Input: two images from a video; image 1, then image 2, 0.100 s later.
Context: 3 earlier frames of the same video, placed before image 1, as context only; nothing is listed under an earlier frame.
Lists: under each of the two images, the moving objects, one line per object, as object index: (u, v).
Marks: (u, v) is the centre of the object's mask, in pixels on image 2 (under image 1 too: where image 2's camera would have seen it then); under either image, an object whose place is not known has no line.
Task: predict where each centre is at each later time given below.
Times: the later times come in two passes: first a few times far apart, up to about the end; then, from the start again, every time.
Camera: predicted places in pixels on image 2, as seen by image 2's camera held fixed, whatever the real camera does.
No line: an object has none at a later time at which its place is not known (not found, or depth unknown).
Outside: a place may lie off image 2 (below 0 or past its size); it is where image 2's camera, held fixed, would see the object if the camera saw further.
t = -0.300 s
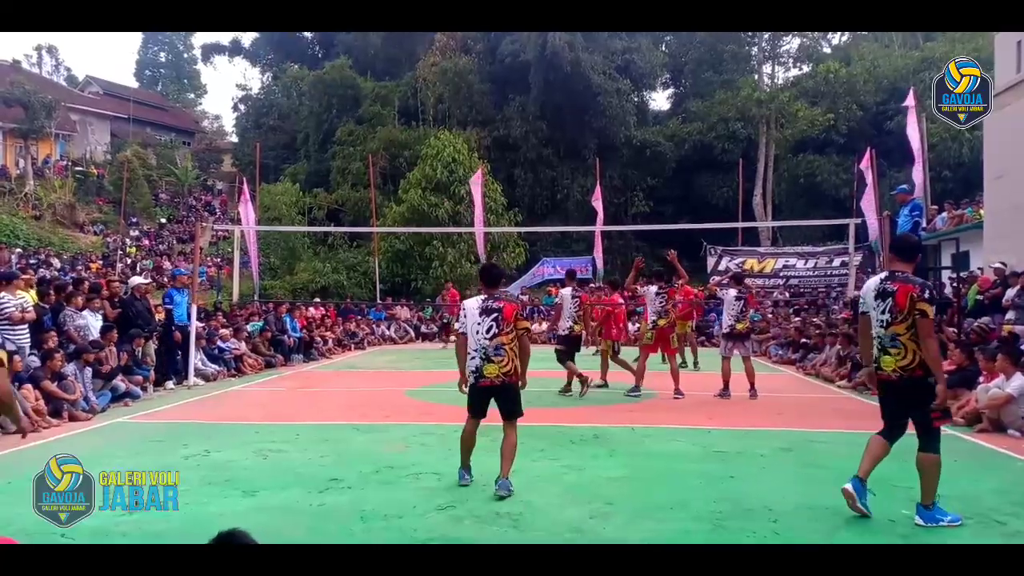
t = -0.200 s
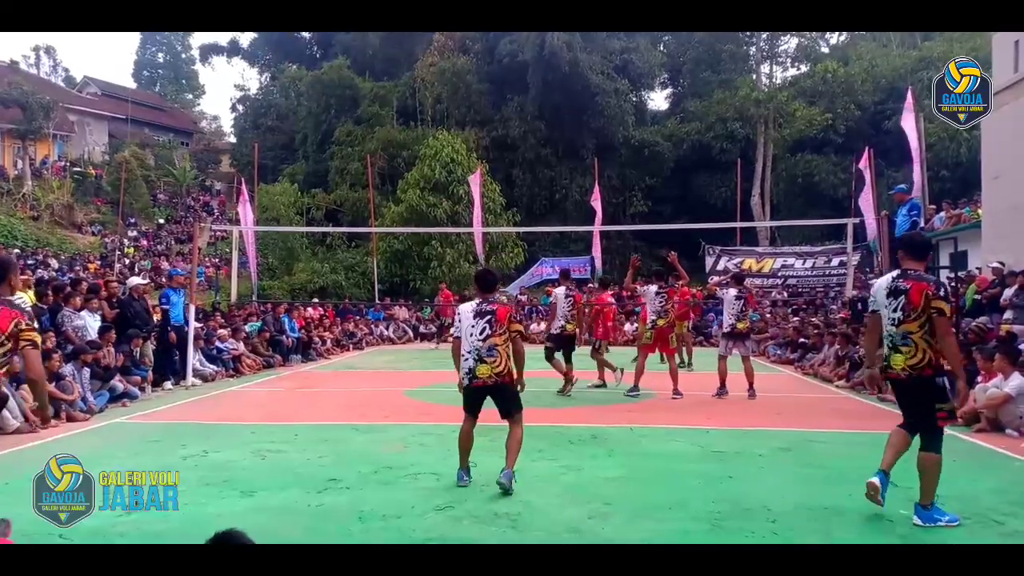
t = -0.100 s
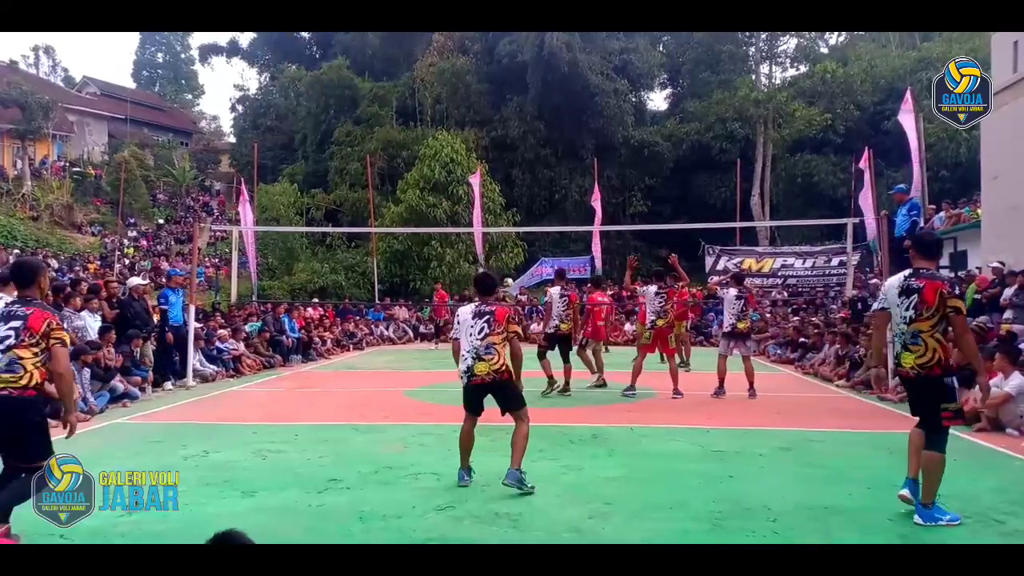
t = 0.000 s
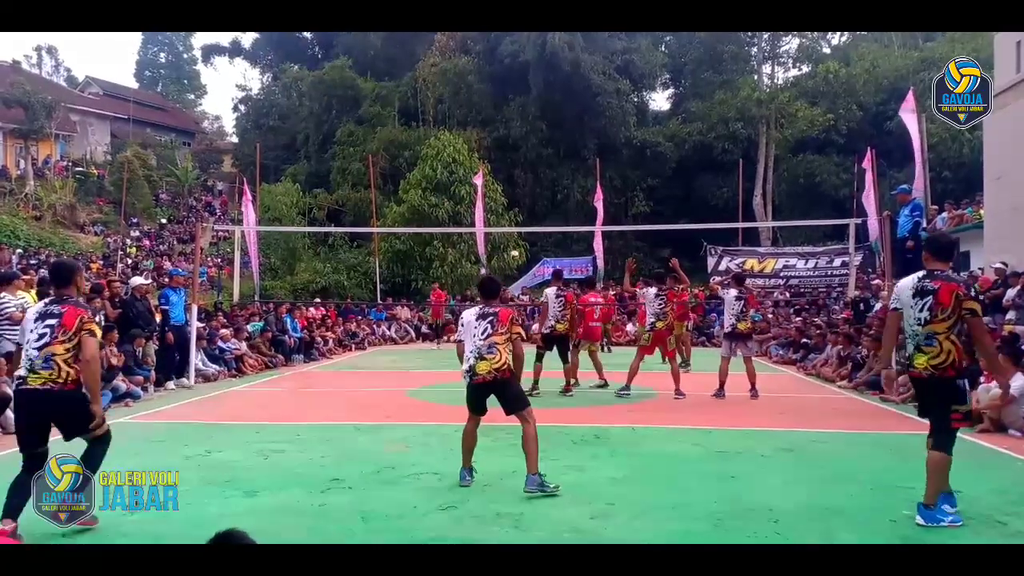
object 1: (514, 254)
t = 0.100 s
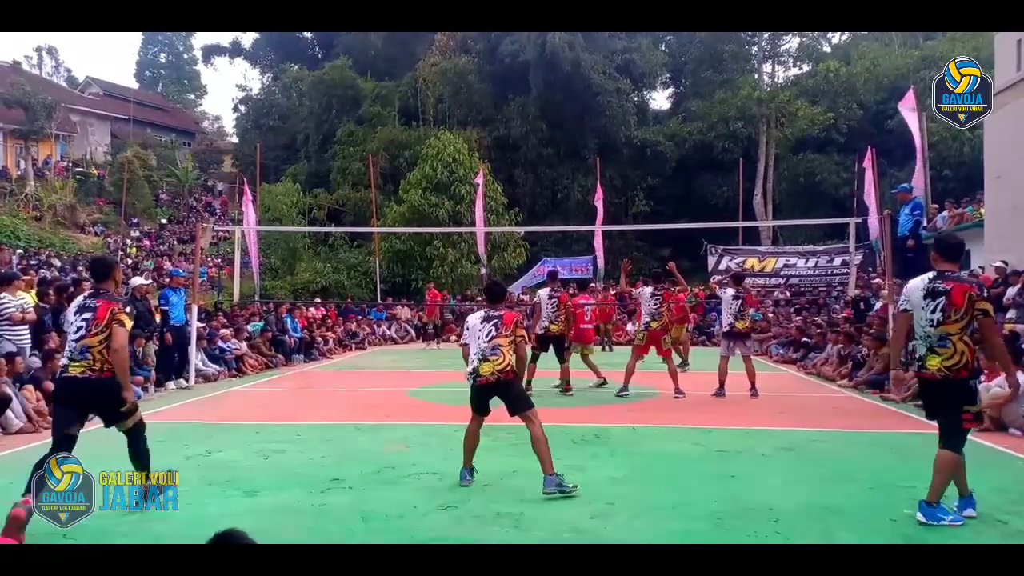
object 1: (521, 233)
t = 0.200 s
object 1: (523, 212)
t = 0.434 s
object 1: (535, 183)
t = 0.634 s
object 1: (545, 178)
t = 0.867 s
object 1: (558, 203)
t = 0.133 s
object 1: (520, 223)
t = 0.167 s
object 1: (522, 218)
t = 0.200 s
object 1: (523, 212)
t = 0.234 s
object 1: (525, 206)
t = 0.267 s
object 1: (526, 201)
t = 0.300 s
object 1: (528, 196)
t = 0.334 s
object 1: (530, 192)
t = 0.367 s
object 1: (531, 188)
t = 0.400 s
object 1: (533, 185)
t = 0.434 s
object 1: (535, 183)
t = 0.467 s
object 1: (536, 180)
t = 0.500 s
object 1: (538, 179)
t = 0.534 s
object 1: (540, 178)
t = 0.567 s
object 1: (542, 177)
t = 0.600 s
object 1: (543, 177)
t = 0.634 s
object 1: (545, 178)
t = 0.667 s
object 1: (547, 180)
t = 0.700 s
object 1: (549, 182)
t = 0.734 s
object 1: (551, 184)
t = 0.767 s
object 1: (553, 188)
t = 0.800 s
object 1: (554, 192)
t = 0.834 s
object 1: (556, 197)
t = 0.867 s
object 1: (558, 203)
